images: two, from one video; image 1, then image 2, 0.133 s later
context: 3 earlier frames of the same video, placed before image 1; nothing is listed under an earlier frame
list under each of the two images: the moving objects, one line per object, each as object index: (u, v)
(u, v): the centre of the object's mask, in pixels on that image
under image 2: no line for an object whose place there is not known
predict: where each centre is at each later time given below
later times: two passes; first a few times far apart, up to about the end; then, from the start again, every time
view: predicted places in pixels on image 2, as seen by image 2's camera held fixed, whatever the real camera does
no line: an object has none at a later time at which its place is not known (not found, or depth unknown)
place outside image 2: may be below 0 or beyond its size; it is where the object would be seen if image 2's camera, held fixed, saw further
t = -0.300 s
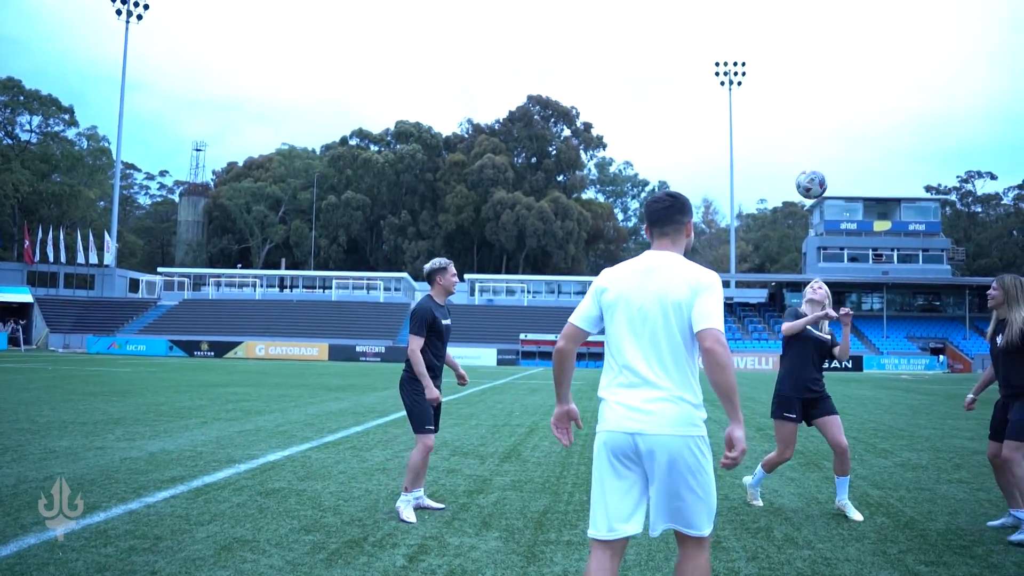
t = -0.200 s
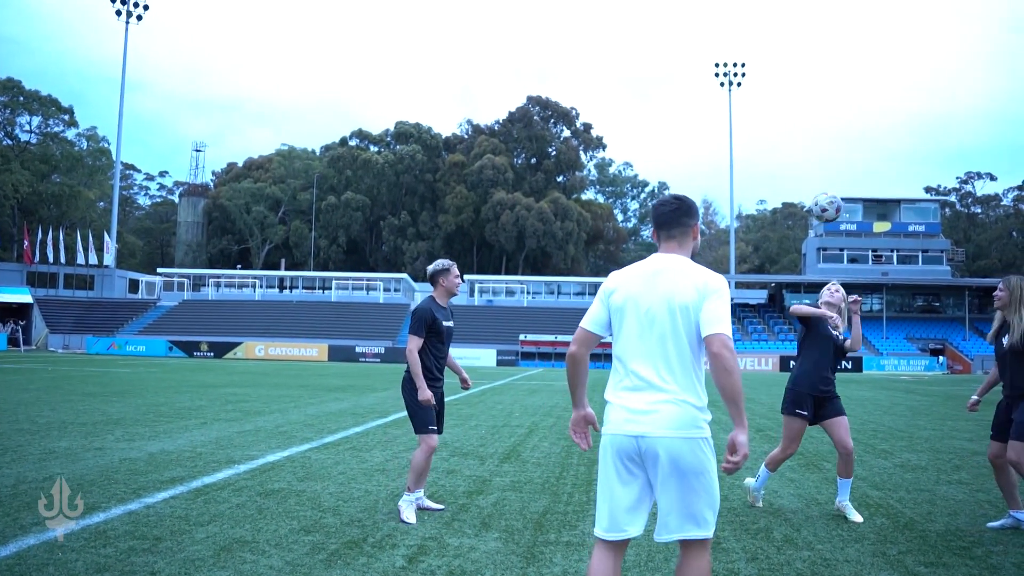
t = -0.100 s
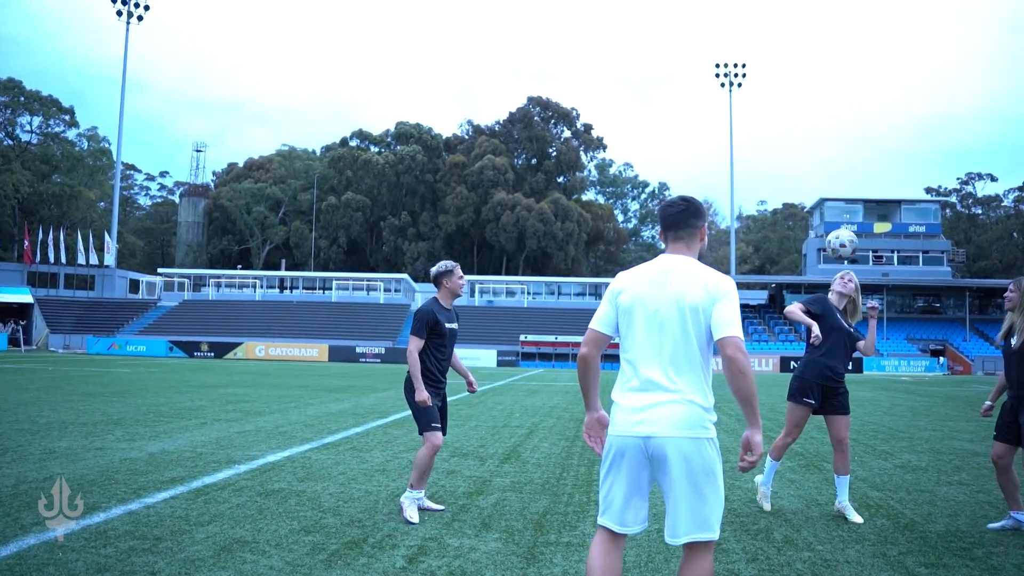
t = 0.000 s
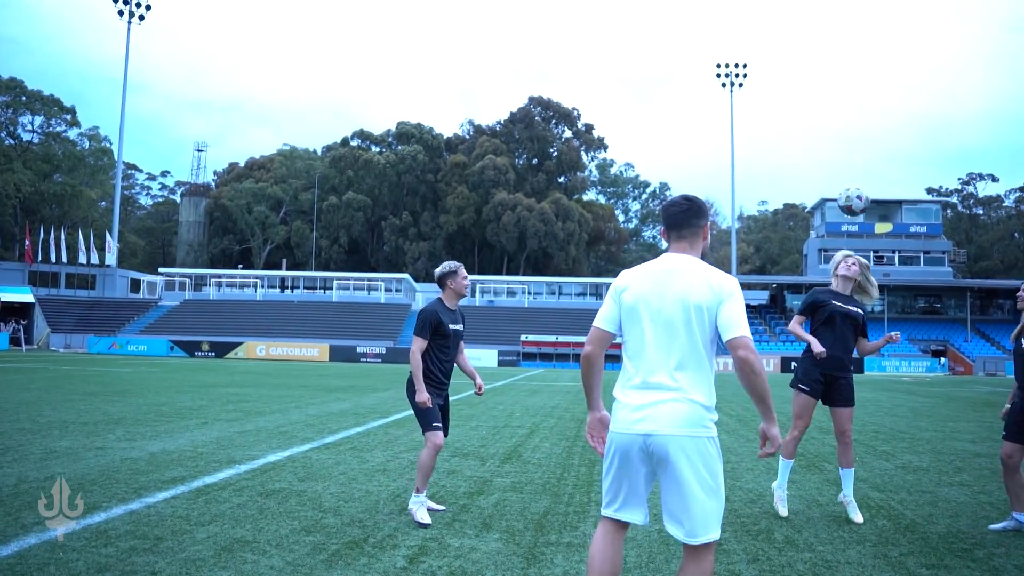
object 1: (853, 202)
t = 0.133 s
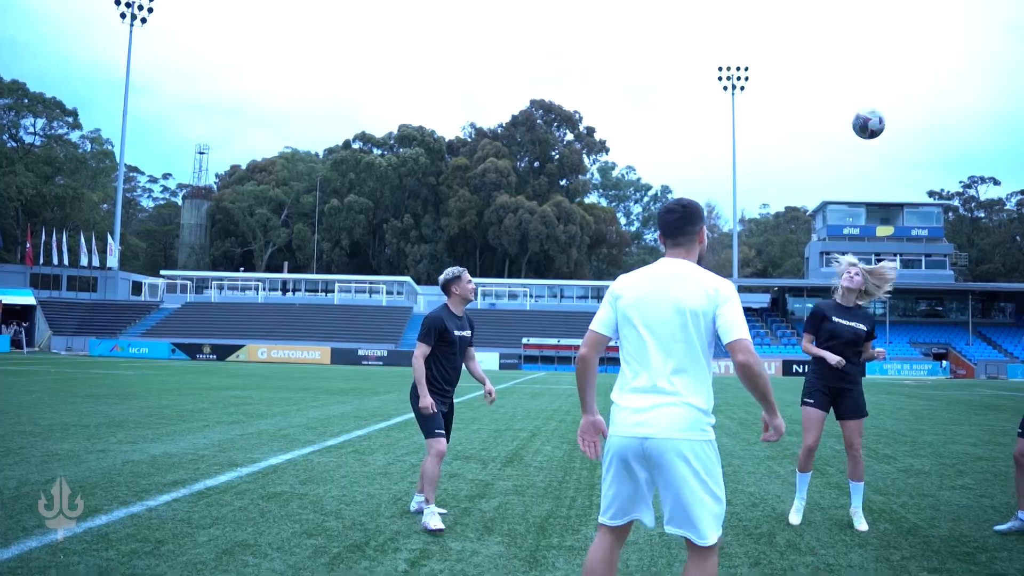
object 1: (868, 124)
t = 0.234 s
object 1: (879, 80)
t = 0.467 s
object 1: (907, 26)
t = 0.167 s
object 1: (872, 108)
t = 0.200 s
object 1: (876, 93)
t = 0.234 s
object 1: (879, 80)
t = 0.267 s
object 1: (883, 68)
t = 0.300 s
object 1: (887, 57)
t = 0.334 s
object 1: (891, 48)
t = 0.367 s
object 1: (895, 41)
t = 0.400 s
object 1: (900, 34)
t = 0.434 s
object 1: (904, 29)
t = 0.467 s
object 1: (907, 26)
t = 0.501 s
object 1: (911, 25)
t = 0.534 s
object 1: (914, 25)
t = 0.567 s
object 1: (917, 27)
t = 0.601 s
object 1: (920, 30)
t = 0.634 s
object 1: (923, 35)
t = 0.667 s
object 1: (926, 42)
